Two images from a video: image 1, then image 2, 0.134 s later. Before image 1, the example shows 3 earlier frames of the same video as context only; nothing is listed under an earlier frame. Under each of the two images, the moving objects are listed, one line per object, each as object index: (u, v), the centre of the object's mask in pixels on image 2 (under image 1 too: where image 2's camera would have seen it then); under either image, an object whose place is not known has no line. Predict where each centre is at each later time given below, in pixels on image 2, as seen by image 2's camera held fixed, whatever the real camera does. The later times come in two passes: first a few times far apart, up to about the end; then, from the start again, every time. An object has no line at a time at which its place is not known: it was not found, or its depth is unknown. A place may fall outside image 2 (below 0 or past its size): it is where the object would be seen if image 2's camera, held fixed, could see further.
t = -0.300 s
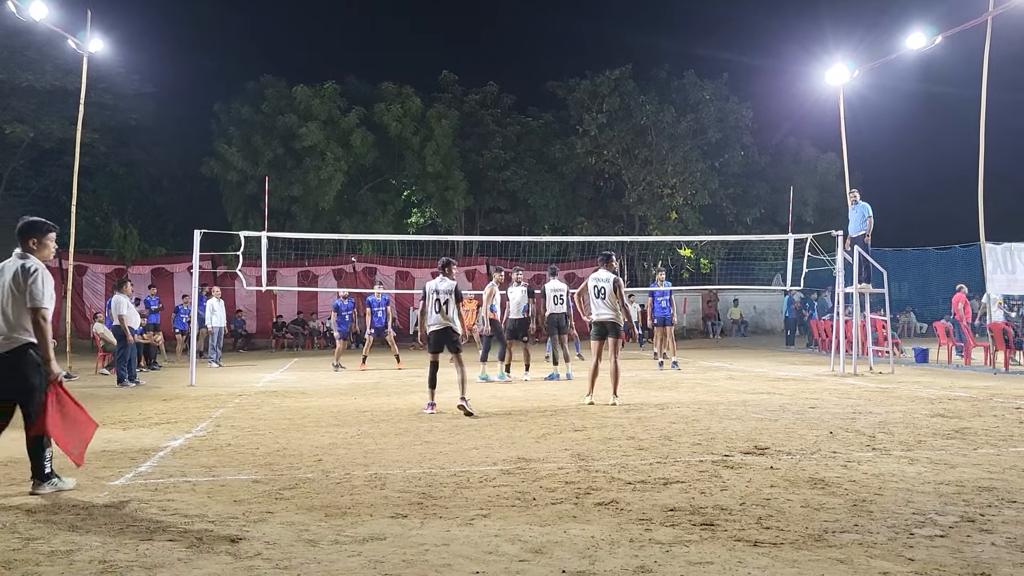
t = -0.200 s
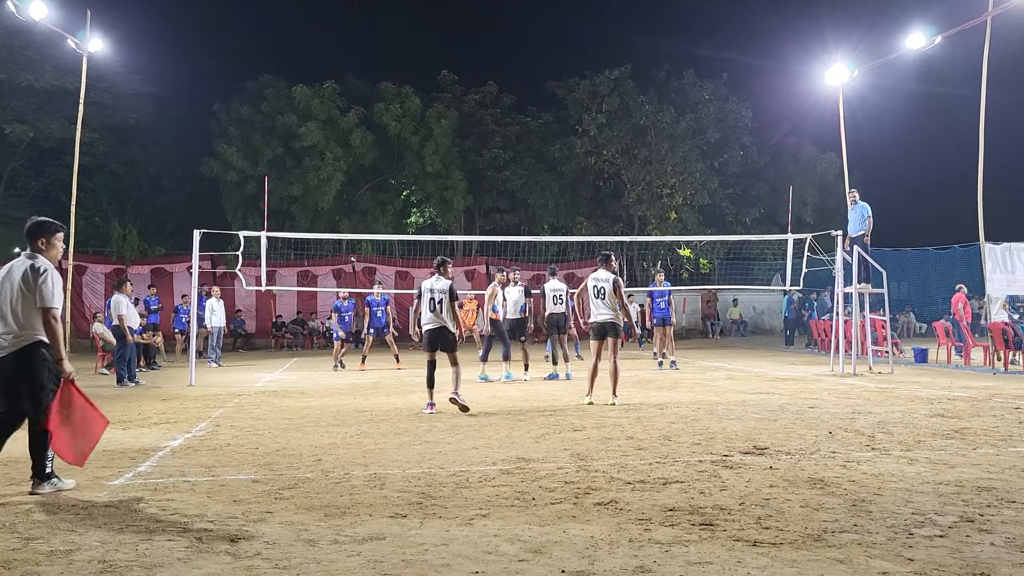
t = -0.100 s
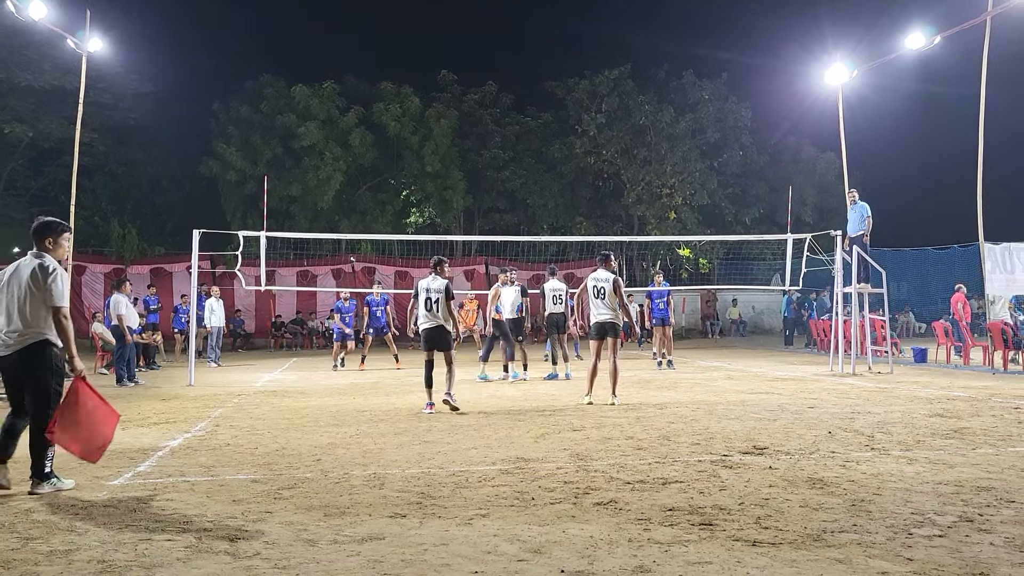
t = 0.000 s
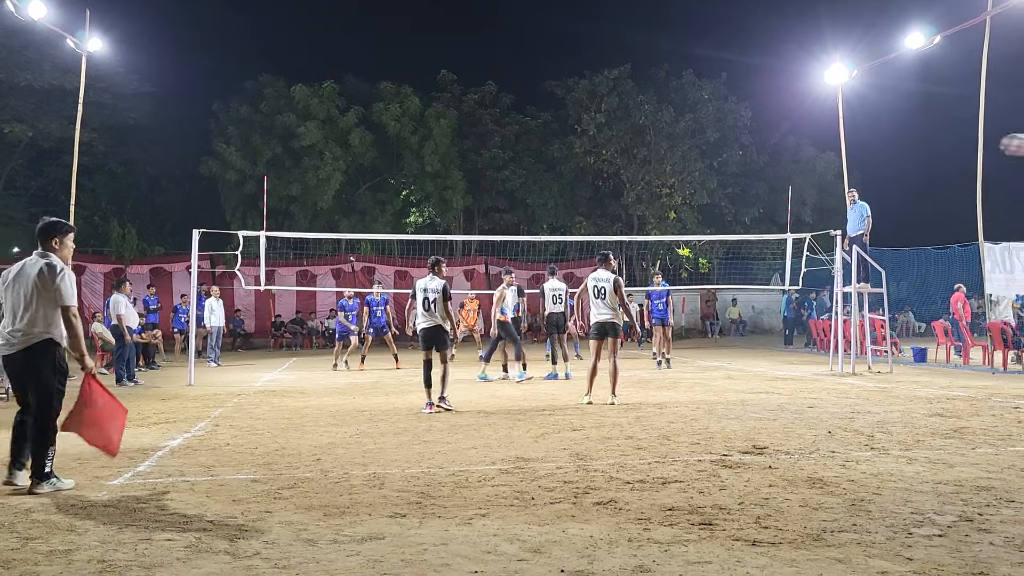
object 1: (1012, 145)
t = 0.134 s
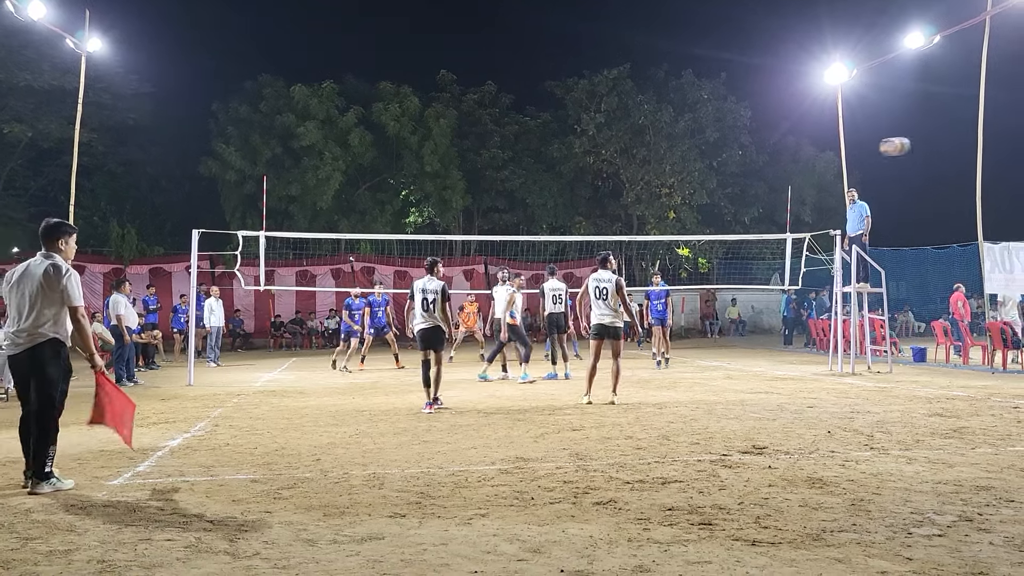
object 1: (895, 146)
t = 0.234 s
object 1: (826, 156)
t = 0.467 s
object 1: (715, 192)
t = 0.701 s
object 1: (641, 242)
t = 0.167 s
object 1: (870, 149)
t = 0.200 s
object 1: (848, 152)
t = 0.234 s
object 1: (826, 156)
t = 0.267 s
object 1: (807, 160)
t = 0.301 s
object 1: (789, 165)
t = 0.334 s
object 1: (772, 170)
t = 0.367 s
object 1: (757, 175)
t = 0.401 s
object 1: (742, 181)
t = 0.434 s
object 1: (728, 187)
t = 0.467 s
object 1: (715, 192)
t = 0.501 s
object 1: (702, 199)
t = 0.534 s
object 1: (690, 205)
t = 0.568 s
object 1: (679, 212)
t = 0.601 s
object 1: (669, 219)
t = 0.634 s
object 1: (659, 227)
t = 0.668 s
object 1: (651, 232)
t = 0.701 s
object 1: (641, 242)
